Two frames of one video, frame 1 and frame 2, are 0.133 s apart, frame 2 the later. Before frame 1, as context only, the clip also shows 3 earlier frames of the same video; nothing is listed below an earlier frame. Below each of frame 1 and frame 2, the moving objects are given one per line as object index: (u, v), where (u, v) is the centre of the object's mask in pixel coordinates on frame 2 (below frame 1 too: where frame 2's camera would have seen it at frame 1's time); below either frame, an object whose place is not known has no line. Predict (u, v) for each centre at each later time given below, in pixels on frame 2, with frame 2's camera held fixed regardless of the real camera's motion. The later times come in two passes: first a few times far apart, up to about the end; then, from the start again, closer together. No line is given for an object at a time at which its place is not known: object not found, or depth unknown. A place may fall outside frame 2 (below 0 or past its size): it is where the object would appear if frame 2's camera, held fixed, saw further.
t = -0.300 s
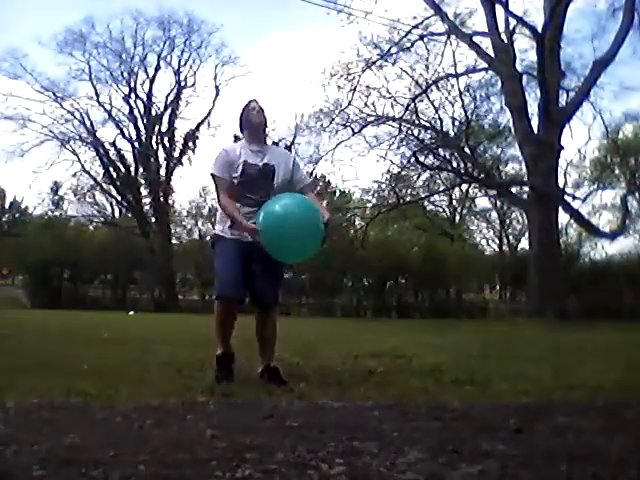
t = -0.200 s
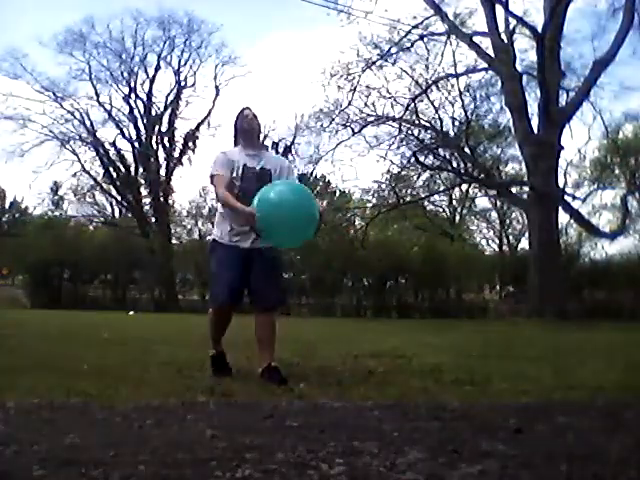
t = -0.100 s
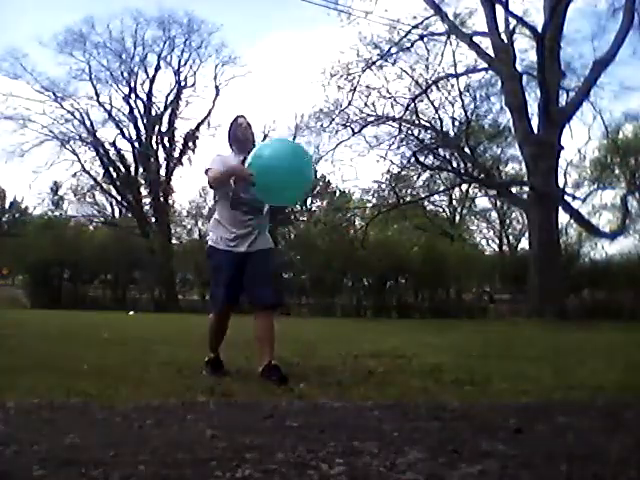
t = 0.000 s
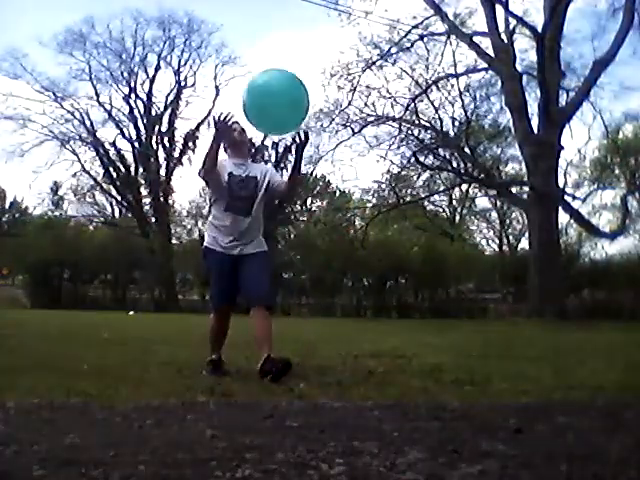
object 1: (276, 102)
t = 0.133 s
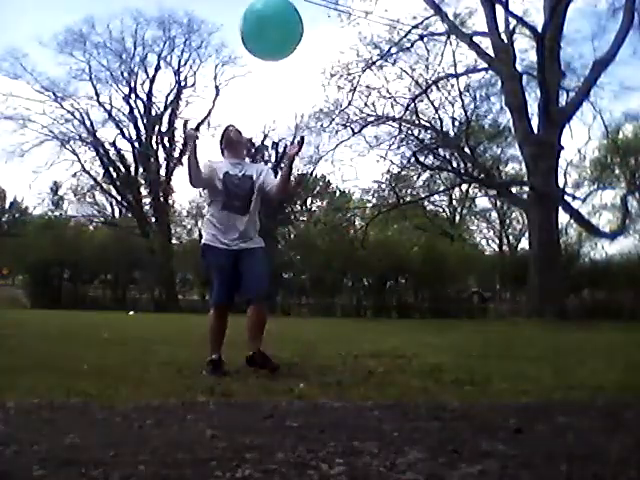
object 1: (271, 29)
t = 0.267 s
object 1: (268, 9)
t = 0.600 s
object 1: (264, 16)
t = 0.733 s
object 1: (264, 49)
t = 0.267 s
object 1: (268, 9)
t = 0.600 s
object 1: (264, 16)
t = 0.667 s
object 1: (264, 26)
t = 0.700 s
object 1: (264, 37)
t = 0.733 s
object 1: (264, 49)
